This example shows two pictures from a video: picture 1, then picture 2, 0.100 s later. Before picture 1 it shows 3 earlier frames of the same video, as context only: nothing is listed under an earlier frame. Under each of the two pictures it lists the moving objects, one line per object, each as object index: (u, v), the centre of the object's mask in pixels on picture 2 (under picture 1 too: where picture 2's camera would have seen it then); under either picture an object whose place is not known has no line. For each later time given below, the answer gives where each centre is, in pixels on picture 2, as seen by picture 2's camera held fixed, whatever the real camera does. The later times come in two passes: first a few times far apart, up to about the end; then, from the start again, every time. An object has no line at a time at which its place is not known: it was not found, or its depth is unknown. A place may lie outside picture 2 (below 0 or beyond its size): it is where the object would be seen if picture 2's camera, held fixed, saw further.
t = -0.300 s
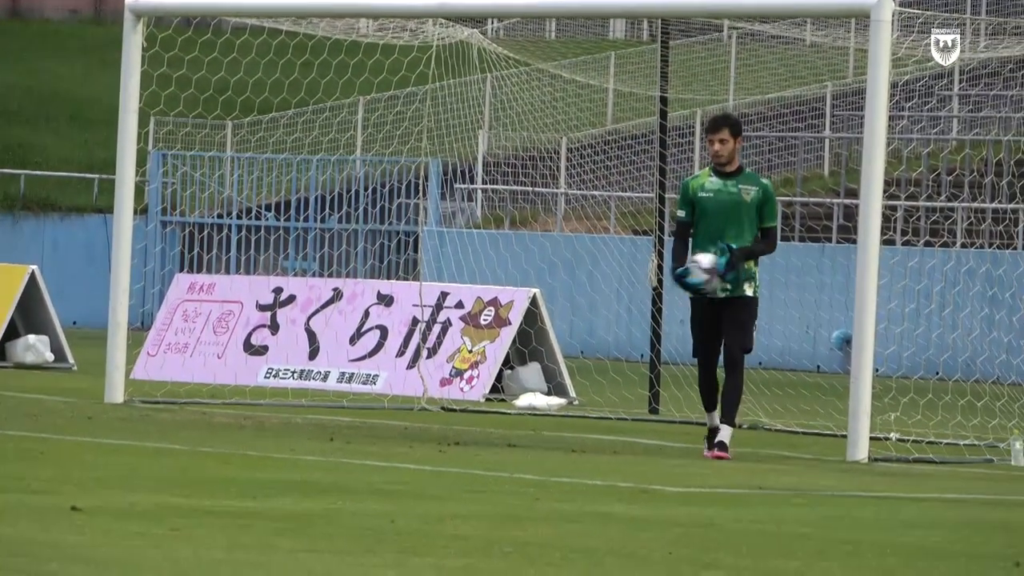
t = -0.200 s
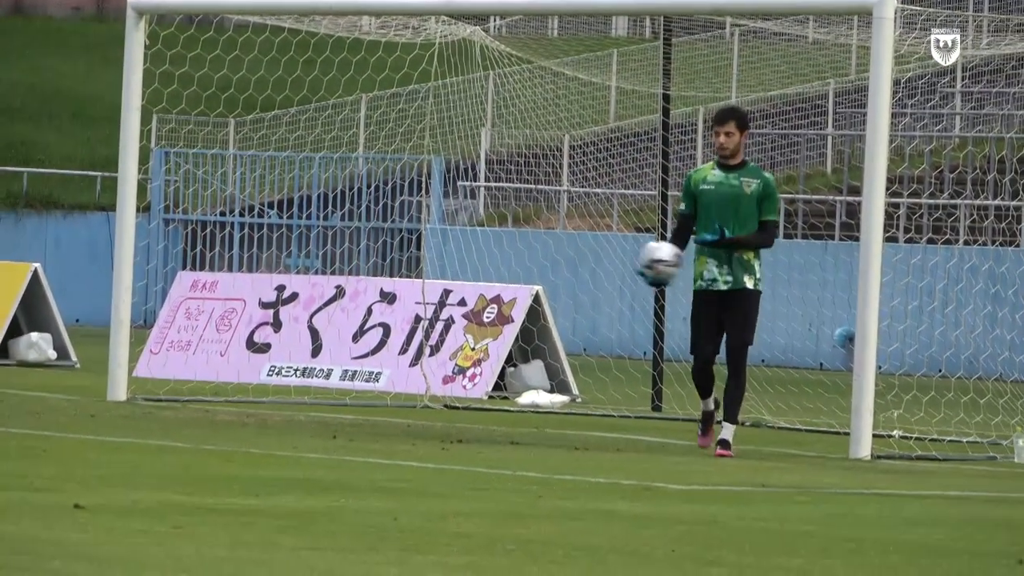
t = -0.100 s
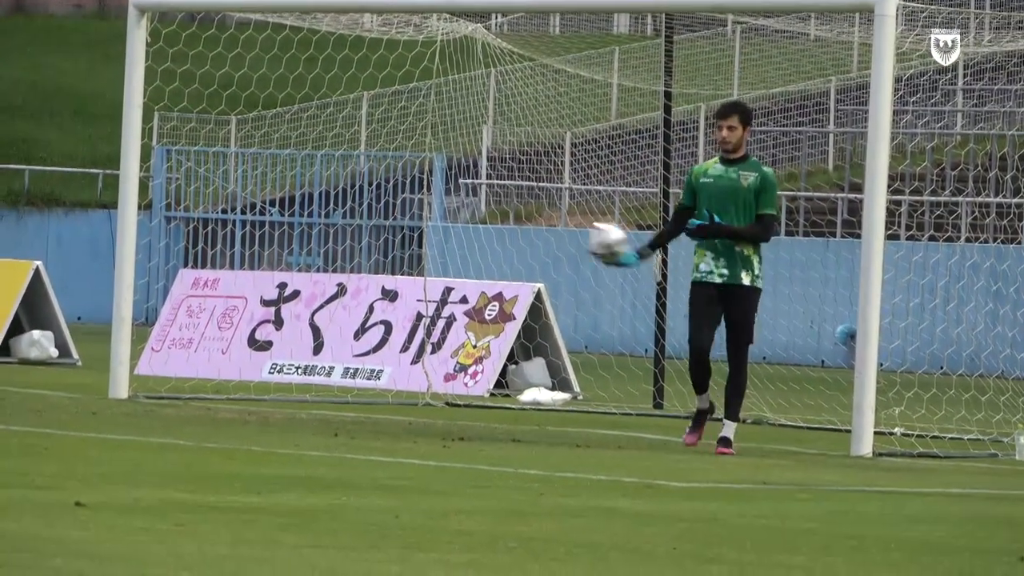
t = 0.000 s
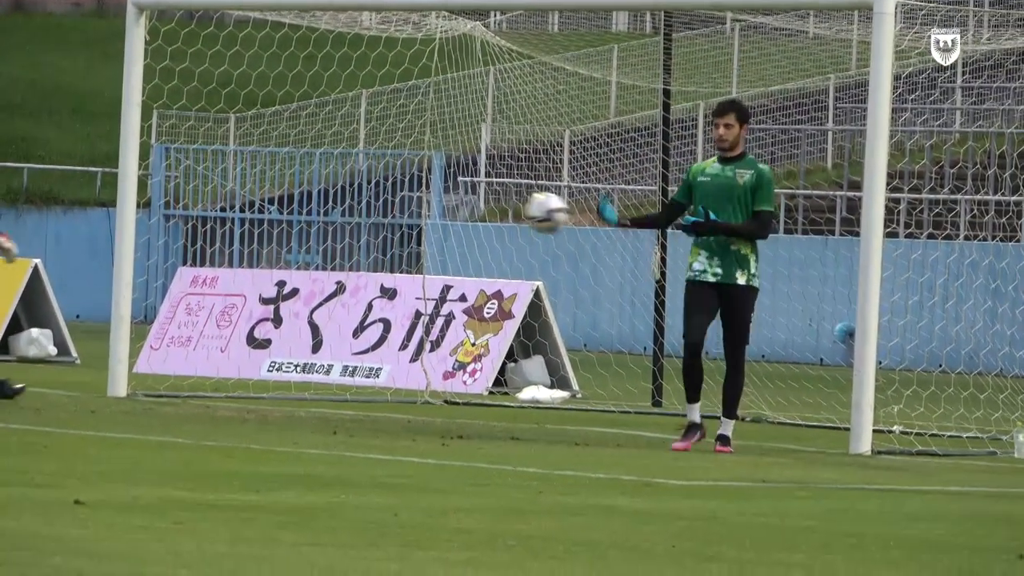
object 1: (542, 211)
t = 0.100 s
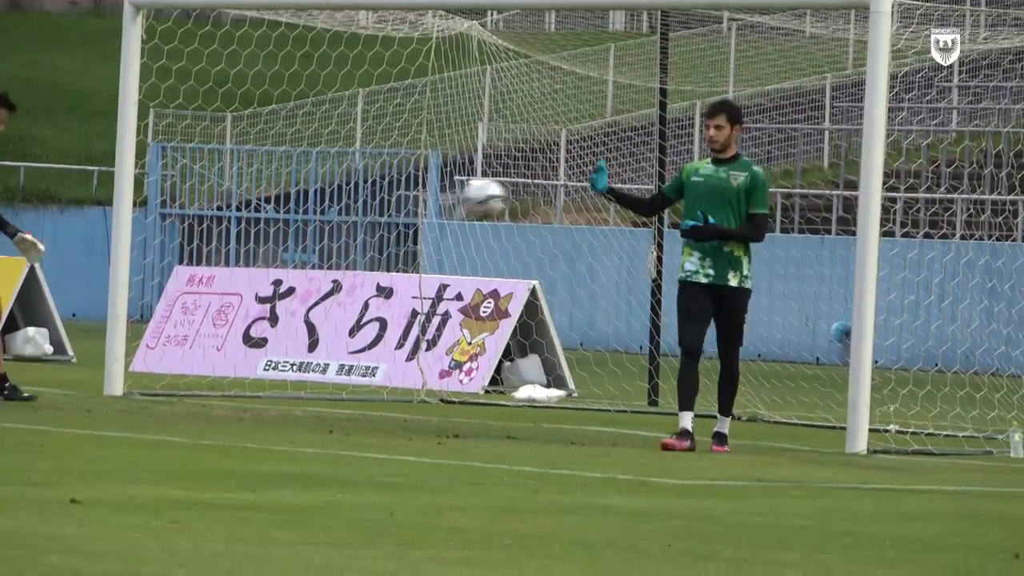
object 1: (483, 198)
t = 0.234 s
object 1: (403, 206)
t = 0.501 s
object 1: (237, 325)
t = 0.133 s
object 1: (463, 198)
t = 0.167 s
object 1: (443, 199)
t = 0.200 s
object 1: (424, 202)
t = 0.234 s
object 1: (403, 206)
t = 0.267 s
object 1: (382, 215)
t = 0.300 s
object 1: (361, 225)
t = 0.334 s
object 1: (342, 237)
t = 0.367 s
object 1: (320, 251)
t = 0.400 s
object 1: (301, 265)
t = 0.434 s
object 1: (280, 284)
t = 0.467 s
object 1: (258, 302)
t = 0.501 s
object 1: (237, 325)
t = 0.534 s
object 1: (216, 351)
